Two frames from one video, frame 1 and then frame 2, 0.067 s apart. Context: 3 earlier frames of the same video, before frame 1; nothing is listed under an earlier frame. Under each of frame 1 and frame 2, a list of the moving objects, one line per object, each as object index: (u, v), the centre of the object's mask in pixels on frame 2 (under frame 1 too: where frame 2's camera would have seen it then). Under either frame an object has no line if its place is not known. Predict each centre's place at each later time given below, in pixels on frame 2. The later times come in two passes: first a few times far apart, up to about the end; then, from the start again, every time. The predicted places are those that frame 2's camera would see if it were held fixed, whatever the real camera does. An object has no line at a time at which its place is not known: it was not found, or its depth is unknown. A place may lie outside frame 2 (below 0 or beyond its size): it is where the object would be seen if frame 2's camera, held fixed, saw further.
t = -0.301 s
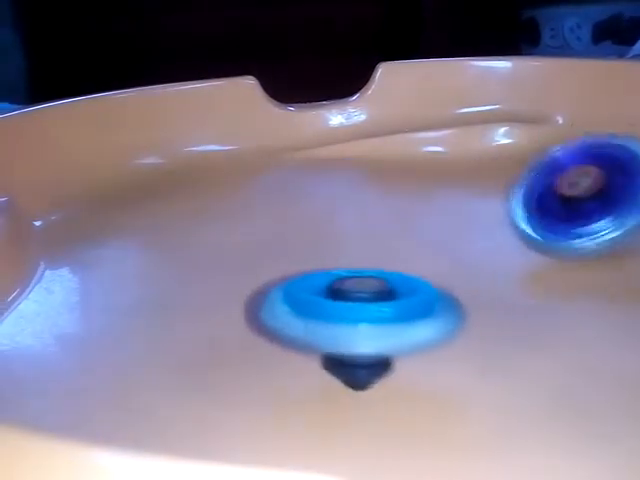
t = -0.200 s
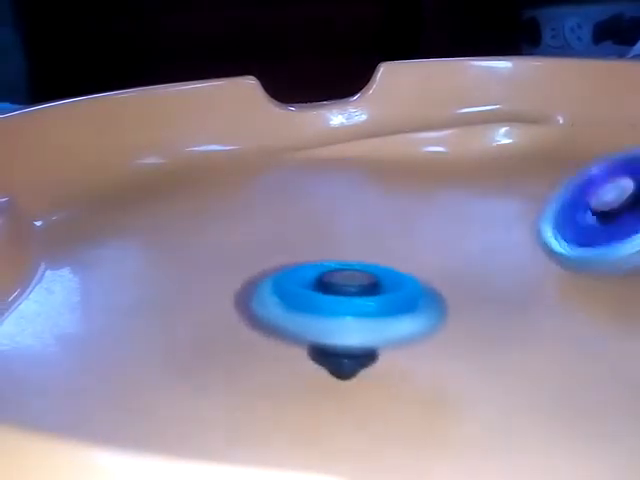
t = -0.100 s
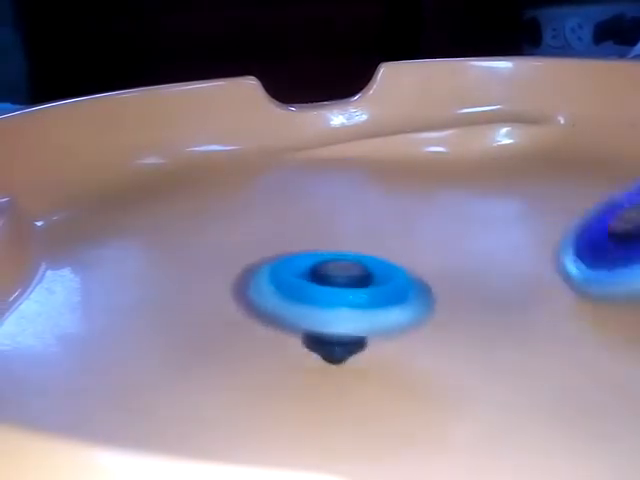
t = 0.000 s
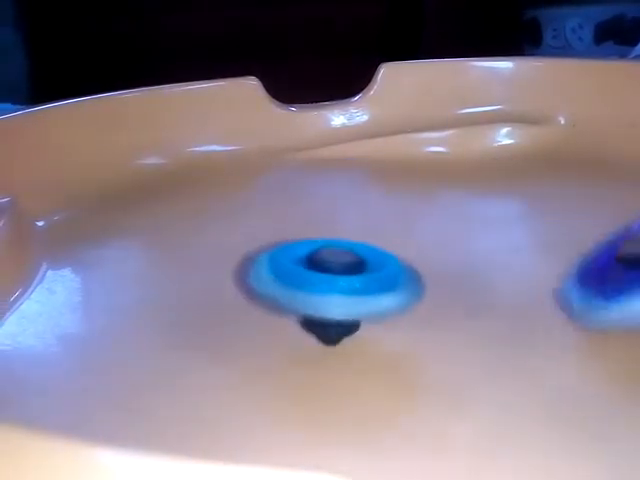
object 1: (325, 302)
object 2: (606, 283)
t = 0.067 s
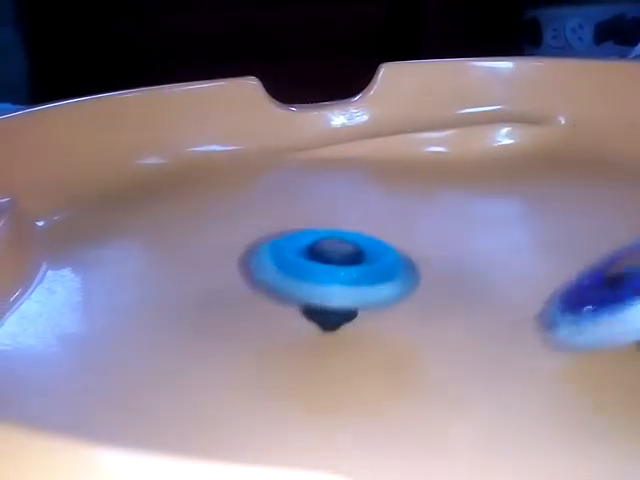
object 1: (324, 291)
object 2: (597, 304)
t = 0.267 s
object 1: (346, 264)
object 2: (526, 333)
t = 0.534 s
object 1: (396, 238)
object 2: (289, 332)
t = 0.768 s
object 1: (423, 226)
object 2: (223, 286)
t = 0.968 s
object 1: (432, 230)
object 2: (263, 244)
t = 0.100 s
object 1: (327, 287)
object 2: (592, 313)
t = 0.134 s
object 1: (328, 282)
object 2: (581, 319)
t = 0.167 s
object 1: (331, 277)
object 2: (571, 323)
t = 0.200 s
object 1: (335, 273)
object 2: (557, 328)
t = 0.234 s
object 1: (341, 269)
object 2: (544, 330)
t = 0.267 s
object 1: (346, 264)
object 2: (526, 333)
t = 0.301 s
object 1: (350, 261)
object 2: (502, 335)
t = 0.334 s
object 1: (356, 257)
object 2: (468, 339)
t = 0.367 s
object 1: (364, 253)
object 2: (431, 341)
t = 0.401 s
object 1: (370, 249)
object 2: (399, 342)
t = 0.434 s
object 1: (377, 245)
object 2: (366, 340)
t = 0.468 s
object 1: (384, 242)
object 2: (338, 337)
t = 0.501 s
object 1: (392, 240)
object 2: (309, 333)
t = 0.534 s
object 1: (396, 238)
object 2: (289, 332)
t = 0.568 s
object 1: (401, 236)
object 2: (268, 327)
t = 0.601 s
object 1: (405, 232)
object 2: (253, 321)
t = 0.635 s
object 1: (410, 231)
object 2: (242, 316)
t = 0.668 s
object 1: (414, 229)
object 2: (236, 310)
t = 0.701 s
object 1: (417, 229)
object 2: (230, 302)
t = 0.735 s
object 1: (421, 227)
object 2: (225, 294)
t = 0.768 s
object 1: (423, 226)
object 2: (223, 286)
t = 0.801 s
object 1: (425, 226)
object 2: (225, 279)
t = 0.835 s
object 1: (427, 226)
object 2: (229, 272)
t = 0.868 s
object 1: (428, 227)
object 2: (234, 264)
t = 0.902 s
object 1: (429, 228)
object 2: (242, 257)
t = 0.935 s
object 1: (430, 229)
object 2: (252, 250)
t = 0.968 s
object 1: (432, 230)
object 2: (263, 244)
